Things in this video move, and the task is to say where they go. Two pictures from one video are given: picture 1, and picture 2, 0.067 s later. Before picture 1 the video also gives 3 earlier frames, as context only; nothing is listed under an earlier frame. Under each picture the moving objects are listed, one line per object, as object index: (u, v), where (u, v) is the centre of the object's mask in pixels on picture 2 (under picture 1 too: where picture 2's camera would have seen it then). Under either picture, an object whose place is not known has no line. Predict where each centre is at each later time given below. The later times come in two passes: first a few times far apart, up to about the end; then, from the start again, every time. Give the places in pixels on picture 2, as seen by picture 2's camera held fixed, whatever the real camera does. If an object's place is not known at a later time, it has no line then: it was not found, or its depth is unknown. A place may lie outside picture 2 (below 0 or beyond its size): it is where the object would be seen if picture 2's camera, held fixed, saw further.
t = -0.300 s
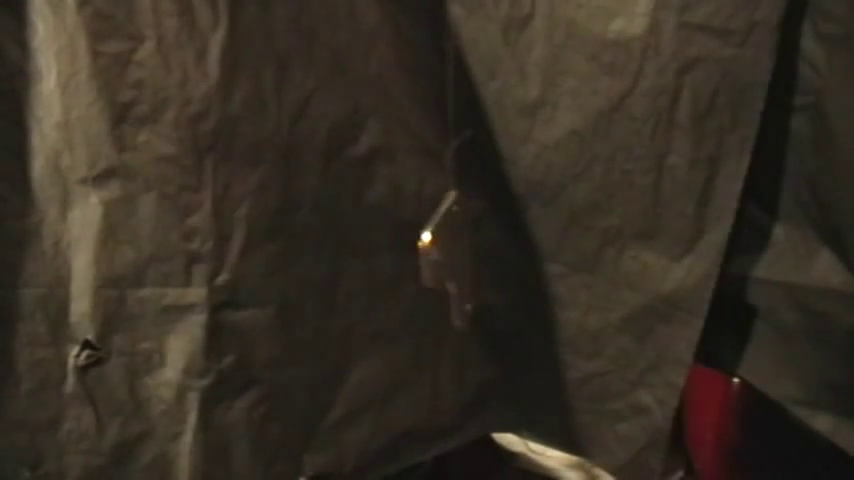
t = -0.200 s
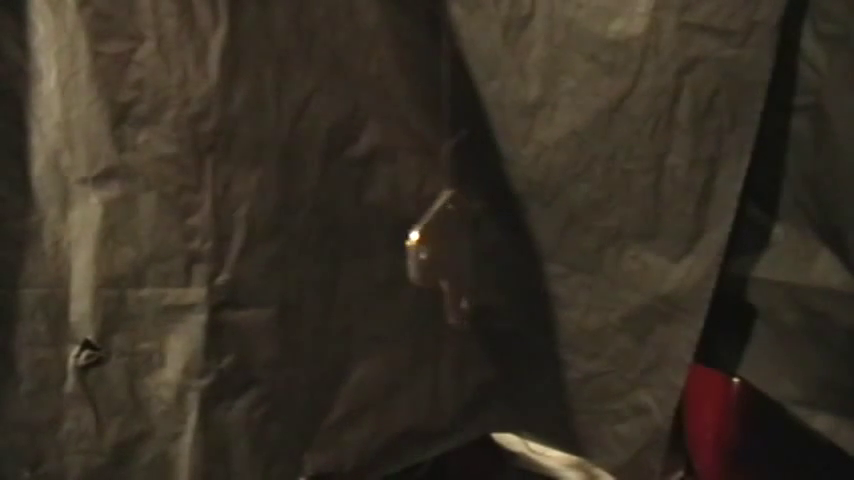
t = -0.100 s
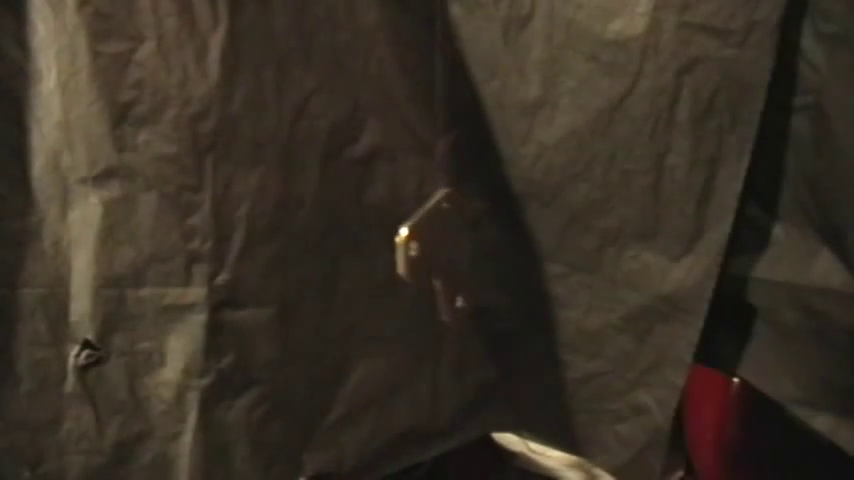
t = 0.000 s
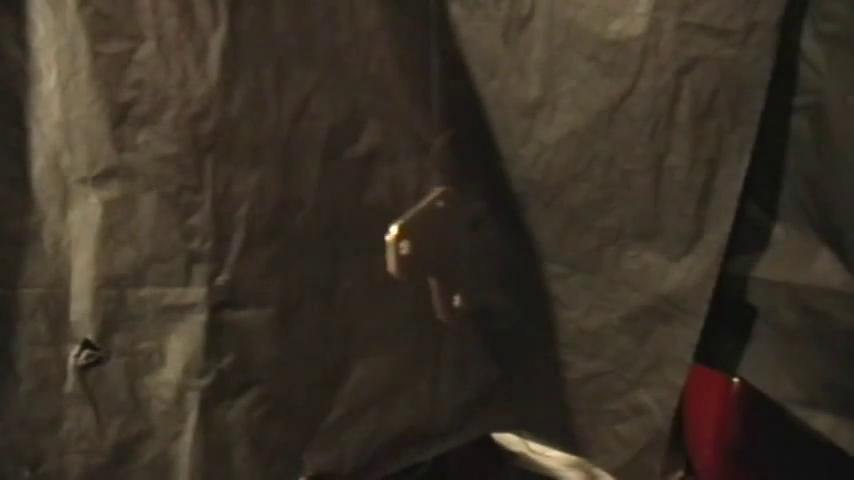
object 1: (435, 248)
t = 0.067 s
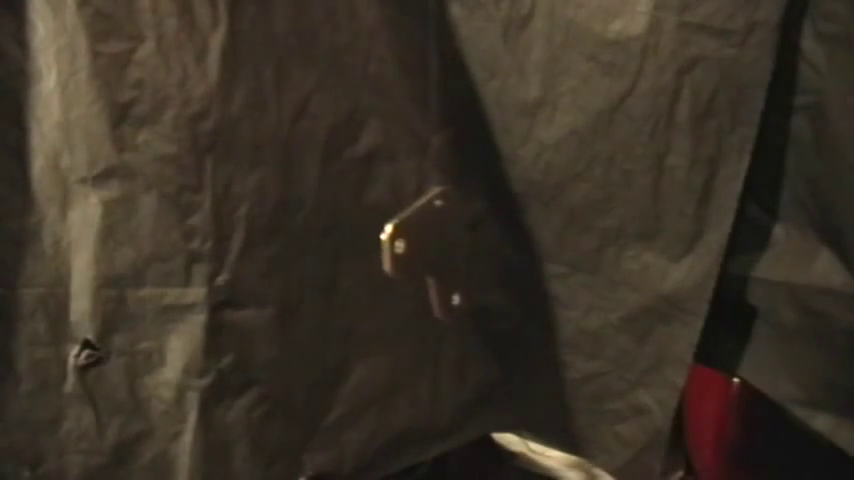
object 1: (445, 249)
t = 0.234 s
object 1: (446, 250)
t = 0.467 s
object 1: (445, 250)
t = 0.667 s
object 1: (449, 254)
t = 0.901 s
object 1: (452, 256)
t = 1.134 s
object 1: (445, 254)
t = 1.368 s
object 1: (433, 250)
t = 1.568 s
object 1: (429, 247)
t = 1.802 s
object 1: (435, 249)
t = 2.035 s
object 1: (447, 253)
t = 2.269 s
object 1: (452, 255)
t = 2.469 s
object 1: (449, 255)
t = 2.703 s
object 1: (439, 249)
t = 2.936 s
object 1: (429, 247)
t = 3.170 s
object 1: (434, 247)
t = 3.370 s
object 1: (447, 252)
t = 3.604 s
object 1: (456, 257)
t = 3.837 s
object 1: (452, 258)
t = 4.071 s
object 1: (445, 252)
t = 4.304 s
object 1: (439, 247)
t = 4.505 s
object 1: (445, 247)
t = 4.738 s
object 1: (457, 251)
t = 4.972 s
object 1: (463, 254)
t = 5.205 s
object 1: (457, 253)
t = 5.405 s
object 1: (446, 250)
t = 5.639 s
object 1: (438, 247)
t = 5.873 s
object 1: (439, 249)
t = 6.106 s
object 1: (449, 255)
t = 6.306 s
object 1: (456, 258)
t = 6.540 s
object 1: (456, 257)
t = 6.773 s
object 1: (445, 253)
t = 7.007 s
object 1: (436, 252)
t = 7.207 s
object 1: (439, 252)
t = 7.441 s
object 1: (448, 253)
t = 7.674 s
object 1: (455, 253)
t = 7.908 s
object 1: (451, 254)
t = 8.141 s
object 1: (441, 251)
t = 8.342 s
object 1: (448, 251)
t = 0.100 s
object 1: (445, 248)
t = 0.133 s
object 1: (446, 249)
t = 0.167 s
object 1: (446, 250)
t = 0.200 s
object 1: (445, 250)
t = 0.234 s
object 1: (446, 250)
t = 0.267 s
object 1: (446, 250)
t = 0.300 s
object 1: (445, 250)
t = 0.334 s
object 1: (446, 250)
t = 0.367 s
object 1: (446, 250)
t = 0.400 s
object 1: (444, 250)
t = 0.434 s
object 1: (444, 249)
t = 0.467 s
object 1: (445, 250)
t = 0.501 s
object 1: (445, 250)
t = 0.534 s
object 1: (446, 251)
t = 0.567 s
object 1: (446, 252)
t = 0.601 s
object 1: (447, 252)
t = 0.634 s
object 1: (448, 253)
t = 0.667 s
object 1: (449, 254)
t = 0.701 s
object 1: (450, 254)
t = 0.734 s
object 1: (451, 255)
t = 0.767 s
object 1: (451, 255)
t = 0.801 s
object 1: (452, 255)
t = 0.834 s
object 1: (453, 256)
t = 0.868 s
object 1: (452, 255)
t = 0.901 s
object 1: (452, 256)
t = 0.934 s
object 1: (451, 256)
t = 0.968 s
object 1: (451, 255)
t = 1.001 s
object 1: (450, 255)
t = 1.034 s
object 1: (449, 255)
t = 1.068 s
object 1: (447, 255)
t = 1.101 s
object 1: (446, 255)
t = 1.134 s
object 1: (445, 254)
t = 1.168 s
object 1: (442, 253)
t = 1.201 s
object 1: (441, 252)
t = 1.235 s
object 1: (439, 252)
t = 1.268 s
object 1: (438, 251)
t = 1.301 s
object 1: (436, 251)
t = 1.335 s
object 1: (435, 250)
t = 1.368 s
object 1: (433, 250)
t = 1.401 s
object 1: (432, 249)
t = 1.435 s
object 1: (431, 248)
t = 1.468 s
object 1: (430, 248)
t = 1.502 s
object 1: (429, 248)
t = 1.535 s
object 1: (429, 248)
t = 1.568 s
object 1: (429, 247)
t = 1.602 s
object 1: (429, 248)
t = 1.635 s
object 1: (429, 248)
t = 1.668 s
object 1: (430, 248)
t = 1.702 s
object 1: (431, 248)
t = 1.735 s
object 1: (433, 248)
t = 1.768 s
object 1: (434, 249)
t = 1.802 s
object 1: (435, 249)
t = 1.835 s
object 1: (437, 249)
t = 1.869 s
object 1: (439, 250)
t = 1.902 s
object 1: (441, 251)
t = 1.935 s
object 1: (443, 251)
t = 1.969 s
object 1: (444, 252)
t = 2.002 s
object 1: (446, 253)
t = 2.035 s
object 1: (447, 253)
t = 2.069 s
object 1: (449, 254)
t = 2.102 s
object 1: (450, 254)
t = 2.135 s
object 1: (451, 255)
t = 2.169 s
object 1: (451, 255)
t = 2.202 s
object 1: (452, 255)
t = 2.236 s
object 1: (452, 255)
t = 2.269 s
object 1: (452, 255)
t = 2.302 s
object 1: (452, 255)
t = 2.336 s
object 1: (452, 255)
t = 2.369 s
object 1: (451, 255)
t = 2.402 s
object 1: (451, 255)
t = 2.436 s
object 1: (450, 255)
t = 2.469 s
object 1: (449, 255)
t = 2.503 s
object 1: (446, 254)
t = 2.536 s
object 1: (448, 254)
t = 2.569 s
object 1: (446, 253)
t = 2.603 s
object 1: (444, 252)
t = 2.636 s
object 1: (445, 252)
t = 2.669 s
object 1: (444, 251)
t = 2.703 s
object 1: (439, 249)
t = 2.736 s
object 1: (442, 250)
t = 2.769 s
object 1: (433, 248)
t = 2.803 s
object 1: (433, 248)
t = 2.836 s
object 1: (430, 248)
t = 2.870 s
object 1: (429, 247)
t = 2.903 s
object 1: (428, 247)
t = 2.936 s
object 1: (429, 247)
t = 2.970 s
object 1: (428, 246)
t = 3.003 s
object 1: (429, 246)
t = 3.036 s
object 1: (430, 246)
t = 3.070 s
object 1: (432, 246)
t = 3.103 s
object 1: (430, 247)
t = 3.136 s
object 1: (432, 247)
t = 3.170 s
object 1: (434, 247)
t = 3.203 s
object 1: (436, 247)
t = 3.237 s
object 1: (439, 249)
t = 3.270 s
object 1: (441, 250)
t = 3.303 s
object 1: (445, 250)
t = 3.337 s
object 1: (445, 251)
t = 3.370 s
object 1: (447, 252)
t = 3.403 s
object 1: (448, 254)
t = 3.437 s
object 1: (451, 254)
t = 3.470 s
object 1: (452, 255)
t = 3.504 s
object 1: (453, 254)
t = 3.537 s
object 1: (454, 255)
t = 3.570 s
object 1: (456, 256)
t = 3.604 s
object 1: (456, 257)
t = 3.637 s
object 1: (456, 258)
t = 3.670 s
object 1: (452, 258)
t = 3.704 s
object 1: (452, 258)
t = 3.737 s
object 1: (453, 258)
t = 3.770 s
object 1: (452, 257)
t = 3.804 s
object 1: (452, 257)
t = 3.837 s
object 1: (452, 258)
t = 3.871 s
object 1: (451, 256)
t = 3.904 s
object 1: (450, 254)
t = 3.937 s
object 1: (449, 256)
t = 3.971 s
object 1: (448, 253)
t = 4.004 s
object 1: (446, 251)
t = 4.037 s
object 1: (446, 253)
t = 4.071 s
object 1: (445, 252)
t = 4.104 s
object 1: (442, 251)
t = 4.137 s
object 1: (442, 250)
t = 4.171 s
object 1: (441, 249)
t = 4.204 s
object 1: (440, 249)
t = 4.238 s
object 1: (440, 249)
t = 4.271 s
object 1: (439, 248)
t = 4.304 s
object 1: (439, 247)
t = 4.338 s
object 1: (439, 246)
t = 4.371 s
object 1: (440, 246)
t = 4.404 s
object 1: (441, 247)
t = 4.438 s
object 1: (442, 247)
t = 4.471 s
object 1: (443, 247)
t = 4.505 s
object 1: (445, 247)
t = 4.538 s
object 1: (447, 248)
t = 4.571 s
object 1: (448, 249)
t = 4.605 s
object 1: (450, 249)
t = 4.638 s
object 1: (452, 250)
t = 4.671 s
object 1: (454, 250)
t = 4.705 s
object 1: (455, 251)
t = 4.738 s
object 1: (457, 251)
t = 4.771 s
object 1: (458, 252)
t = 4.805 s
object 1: (460, 252)
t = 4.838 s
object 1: (461, 253)
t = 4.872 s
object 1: (462, 253)
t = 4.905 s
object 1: (463, 254)
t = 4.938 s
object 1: (463, 254)
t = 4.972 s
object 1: (463, 254)
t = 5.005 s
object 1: (463, 254)
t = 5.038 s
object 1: (462, 254)
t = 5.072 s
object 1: (462, 254)
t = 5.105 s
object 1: (460, 254)
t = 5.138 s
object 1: (459, 253)
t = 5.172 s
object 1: (458, 253)
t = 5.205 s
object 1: (457, 253)
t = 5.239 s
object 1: (455, 252)
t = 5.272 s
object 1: (452, 252)
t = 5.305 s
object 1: (451, 252)
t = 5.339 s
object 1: (450, 252)
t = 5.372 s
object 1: (448, 252)
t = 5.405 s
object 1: (446, 250)
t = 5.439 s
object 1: (445, 248)
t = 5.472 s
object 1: (443, 248)
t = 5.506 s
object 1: (442, 248)
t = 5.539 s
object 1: (440, 248)
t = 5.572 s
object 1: (439, 247)
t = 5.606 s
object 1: (439, 246)
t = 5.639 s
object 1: (438, 247)
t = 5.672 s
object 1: (437, 246)
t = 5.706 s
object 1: (437, 246)
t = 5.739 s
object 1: (437, 246)
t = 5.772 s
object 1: (438, 247)
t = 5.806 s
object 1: (438, 248)
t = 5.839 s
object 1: (439, 249)
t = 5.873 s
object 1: (439, 249)
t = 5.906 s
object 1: (439, 251)
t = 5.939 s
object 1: (441, 252)
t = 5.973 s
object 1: (442, 253)
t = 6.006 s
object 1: (444, 254)
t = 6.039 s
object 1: (445, 254)
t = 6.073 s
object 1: (447, 255)
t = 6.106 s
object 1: (449, 255)
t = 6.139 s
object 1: (450, 256)
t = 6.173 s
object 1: (451, 257)
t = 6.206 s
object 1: (452, 258)
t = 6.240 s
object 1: (454, 258)
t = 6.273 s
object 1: (455, 258)
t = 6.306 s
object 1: (456, 258)
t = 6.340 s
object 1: (456, 258)
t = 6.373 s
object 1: (456, 258)
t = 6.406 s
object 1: (457, 258)
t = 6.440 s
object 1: (458, 258)
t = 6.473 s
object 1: (457, 258)
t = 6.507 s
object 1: (456, 257)
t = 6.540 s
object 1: (456, 257)
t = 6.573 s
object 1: (455, 255)
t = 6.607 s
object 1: (461, 254)
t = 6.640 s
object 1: (447, 255)
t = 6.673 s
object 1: (446, 257)
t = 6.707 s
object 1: (446, 250)
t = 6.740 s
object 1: (445, 253)
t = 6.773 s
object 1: (445, 253)
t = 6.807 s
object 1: (444, 255)
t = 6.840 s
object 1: (443, 255)
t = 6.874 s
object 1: (440, 252)
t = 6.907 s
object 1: (438, 252)
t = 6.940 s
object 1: (437, 251)
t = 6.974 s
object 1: (436, 251)
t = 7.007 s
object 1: (436, 252)
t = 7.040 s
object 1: (436, 252)
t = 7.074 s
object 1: (436, 253)
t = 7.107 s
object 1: (436, 252)
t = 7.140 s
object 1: (437, 252)
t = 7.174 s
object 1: (437, 252)
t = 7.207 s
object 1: (439, 252)
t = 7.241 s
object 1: (439, 252)
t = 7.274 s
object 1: (441, 253)
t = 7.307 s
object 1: (442, 253)
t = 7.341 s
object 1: (444, 253)
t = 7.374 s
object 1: (445, 253)
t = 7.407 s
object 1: (446, 253)
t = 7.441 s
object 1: (448, 253)
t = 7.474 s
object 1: (449, 253)
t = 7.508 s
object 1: (451, 254)
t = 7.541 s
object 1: (452, 254)
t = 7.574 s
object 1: (453, 255)
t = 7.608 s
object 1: (454, 255)
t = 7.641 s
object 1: (456, 254)
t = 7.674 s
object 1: (455, 253)
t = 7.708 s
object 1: (455, 253)
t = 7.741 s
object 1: (456, 255)
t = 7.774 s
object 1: (456, 256)
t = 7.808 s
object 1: (456, 255)
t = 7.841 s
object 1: (455, 255)
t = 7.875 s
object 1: (453, 255)
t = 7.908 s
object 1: (451, 254)
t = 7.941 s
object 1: (450, 254)
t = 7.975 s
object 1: (447, 254)
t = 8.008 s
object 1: (446, 254)
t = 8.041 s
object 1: (443, 253)
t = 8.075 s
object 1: (442, 253)
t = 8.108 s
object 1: (441, 252)
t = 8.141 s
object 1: (441, 251)
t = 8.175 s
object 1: (440, 251)
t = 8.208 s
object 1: (443, 251)
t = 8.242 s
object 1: (446, 252)
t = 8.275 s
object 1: (443, 250)
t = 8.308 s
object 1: (447, 251)
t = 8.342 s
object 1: (448, 251)
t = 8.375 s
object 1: (452, 251)
